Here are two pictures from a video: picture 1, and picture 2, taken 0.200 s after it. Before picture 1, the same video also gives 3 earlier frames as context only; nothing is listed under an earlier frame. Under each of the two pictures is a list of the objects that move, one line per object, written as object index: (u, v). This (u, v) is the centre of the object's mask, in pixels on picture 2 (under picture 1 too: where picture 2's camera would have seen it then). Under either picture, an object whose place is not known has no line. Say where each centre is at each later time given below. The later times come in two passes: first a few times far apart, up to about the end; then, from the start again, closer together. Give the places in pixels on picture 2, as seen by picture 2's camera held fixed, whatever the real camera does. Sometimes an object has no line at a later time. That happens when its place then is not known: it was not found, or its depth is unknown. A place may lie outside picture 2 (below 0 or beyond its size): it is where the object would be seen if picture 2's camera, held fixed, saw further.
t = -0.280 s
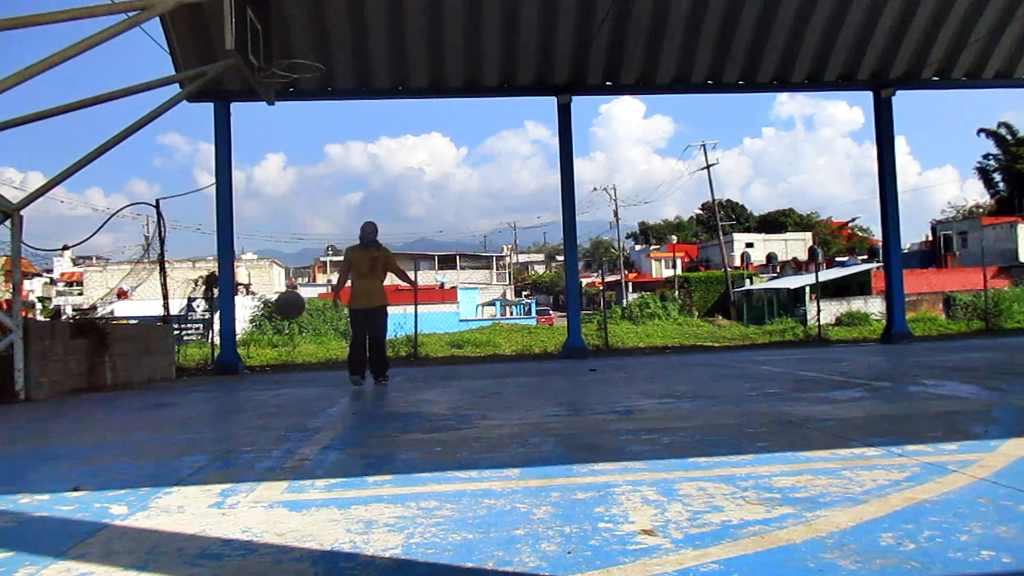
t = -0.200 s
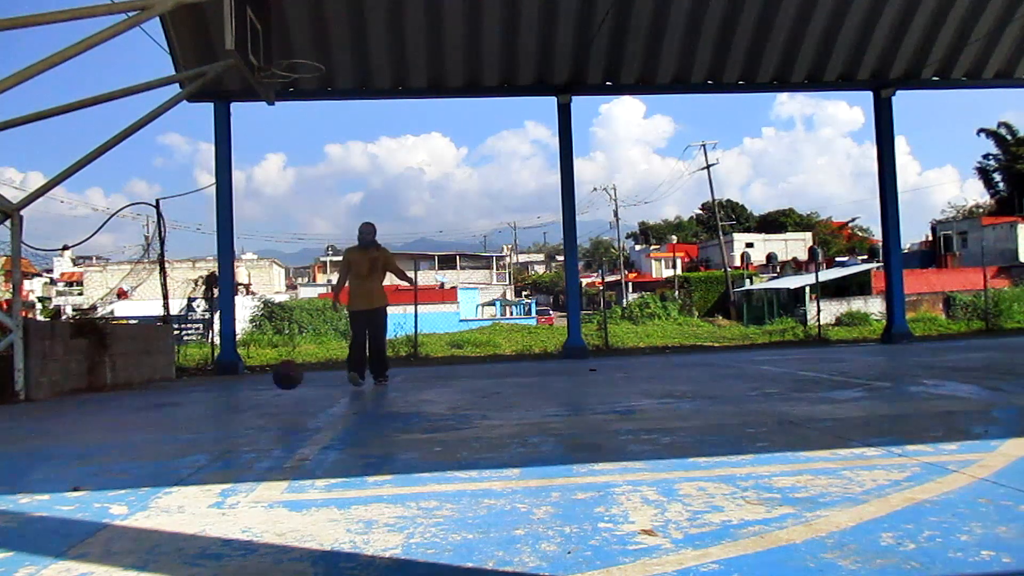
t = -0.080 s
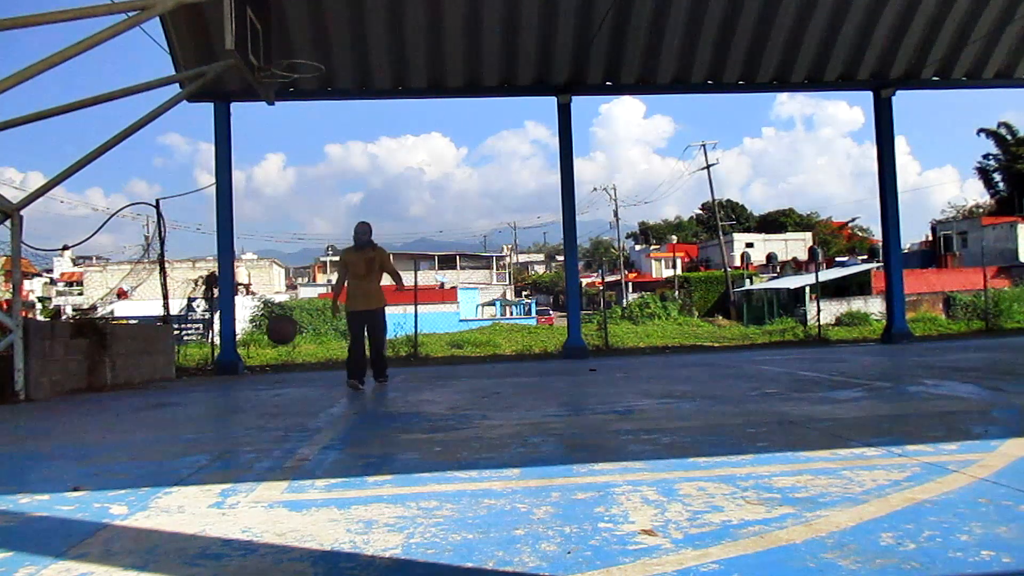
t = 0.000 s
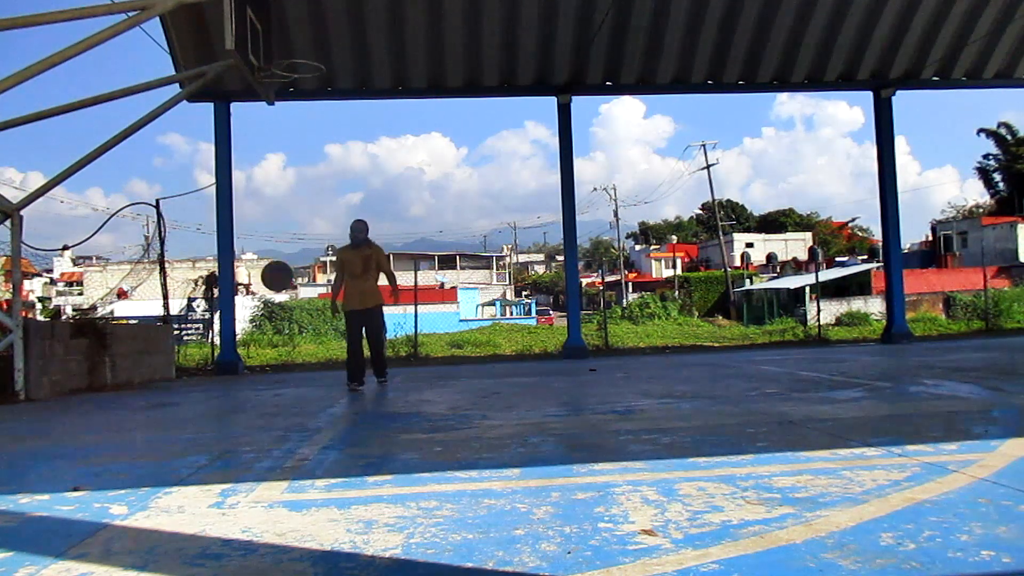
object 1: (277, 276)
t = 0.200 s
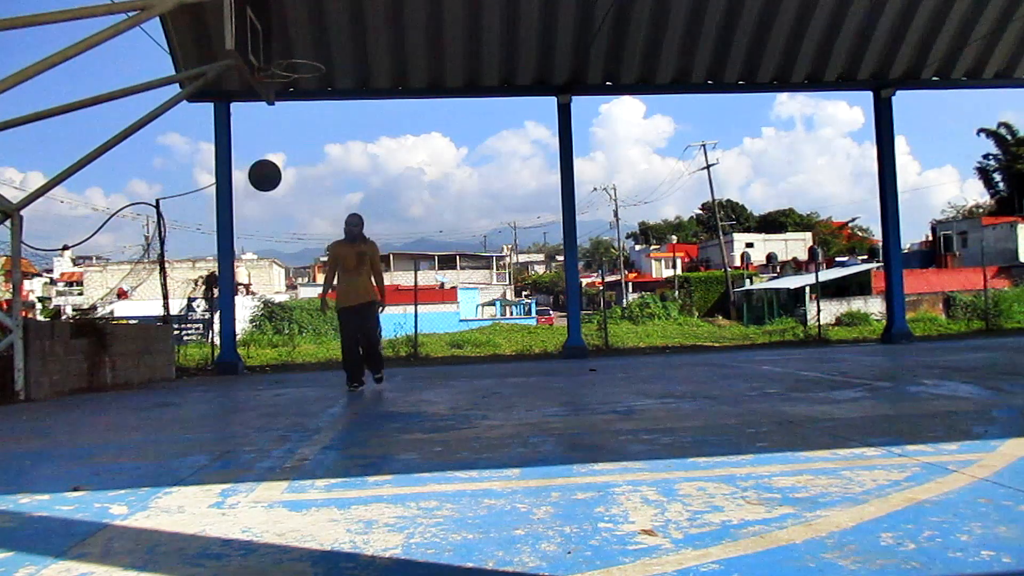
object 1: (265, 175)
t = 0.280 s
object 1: (260, 148)
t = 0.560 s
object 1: (243, 115)
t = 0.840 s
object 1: (226, 193)
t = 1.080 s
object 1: (212, 364)
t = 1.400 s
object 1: (183, 245)
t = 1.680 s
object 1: (154, 167)
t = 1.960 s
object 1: (125, 225)
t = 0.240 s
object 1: (262, 161)
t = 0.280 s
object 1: (260, 148)
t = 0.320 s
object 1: (258, 138)
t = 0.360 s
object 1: (255, 129)
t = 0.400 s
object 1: (253, 122)
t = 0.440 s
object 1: (250, 117)
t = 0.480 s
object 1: (248, 115)
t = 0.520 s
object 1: (245, 114)
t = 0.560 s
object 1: (243, 115)
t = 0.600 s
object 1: (242, 119)
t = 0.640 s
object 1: (239, 125)
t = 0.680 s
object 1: (237, 134)
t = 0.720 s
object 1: (234, 145)
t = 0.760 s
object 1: (231, 158)
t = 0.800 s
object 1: (229, 174)
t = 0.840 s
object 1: (226, 193)
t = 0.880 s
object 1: (224, 214)
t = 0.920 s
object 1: (221, 238)
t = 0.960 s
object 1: (219, 265)
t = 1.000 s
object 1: (217, 294)
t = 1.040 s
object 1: (214, 328)
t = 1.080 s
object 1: (212, 364)
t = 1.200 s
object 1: (202, 374)
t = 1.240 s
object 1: (199, 343)
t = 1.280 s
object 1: (195, 315)
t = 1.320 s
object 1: (190, 289)
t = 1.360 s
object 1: (187, 266)
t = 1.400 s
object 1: (183, 245)
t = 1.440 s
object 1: (179, 226)
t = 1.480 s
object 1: (174, 210)
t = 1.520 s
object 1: (170, 196)
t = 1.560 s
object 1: (166, 185)
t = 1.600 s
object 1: (162, 176)
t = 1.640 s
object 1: (158, 170)
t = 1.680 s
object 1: (154, 167)
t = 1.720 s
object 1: (150, 166)
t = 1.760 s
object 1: (145, 169)
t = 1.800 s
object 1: (141, 174)
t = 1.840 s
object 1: (137, 182)
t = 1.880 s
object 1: (133, 193)
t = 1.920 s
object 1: (129, 207)
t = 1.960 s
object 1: (125, 225)
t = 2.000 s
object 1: (121, 246)
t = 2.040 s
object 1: (117, 270)
